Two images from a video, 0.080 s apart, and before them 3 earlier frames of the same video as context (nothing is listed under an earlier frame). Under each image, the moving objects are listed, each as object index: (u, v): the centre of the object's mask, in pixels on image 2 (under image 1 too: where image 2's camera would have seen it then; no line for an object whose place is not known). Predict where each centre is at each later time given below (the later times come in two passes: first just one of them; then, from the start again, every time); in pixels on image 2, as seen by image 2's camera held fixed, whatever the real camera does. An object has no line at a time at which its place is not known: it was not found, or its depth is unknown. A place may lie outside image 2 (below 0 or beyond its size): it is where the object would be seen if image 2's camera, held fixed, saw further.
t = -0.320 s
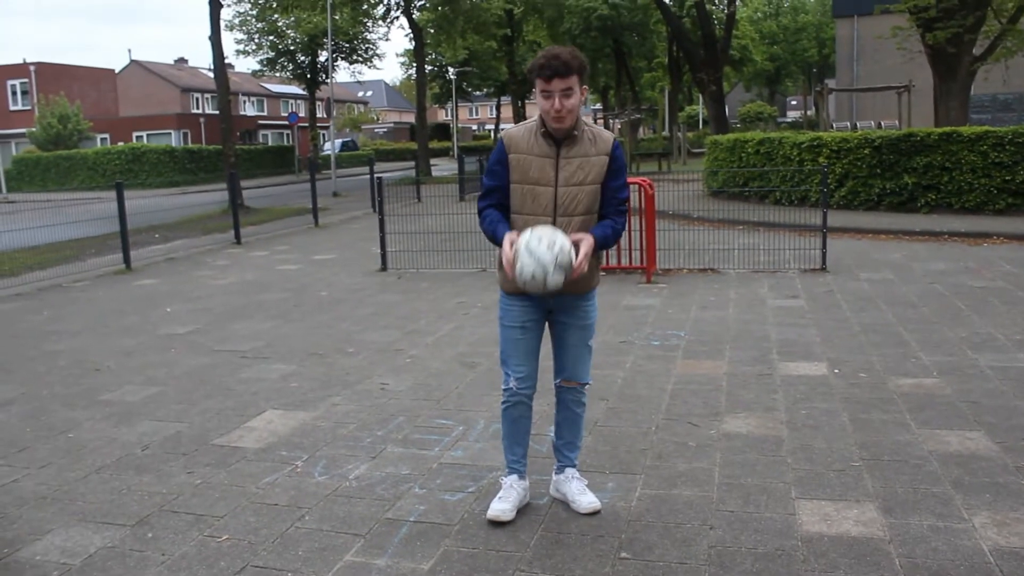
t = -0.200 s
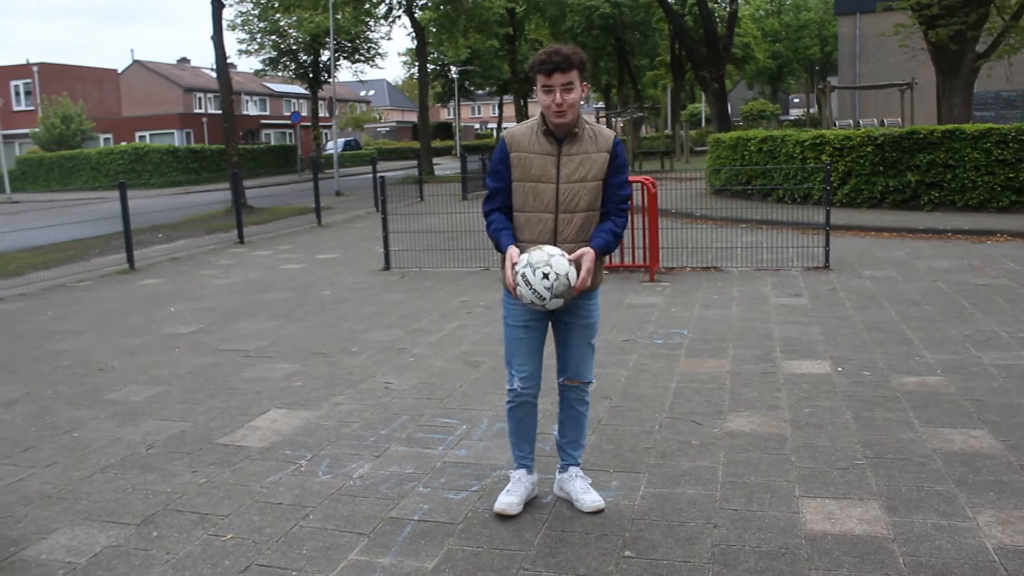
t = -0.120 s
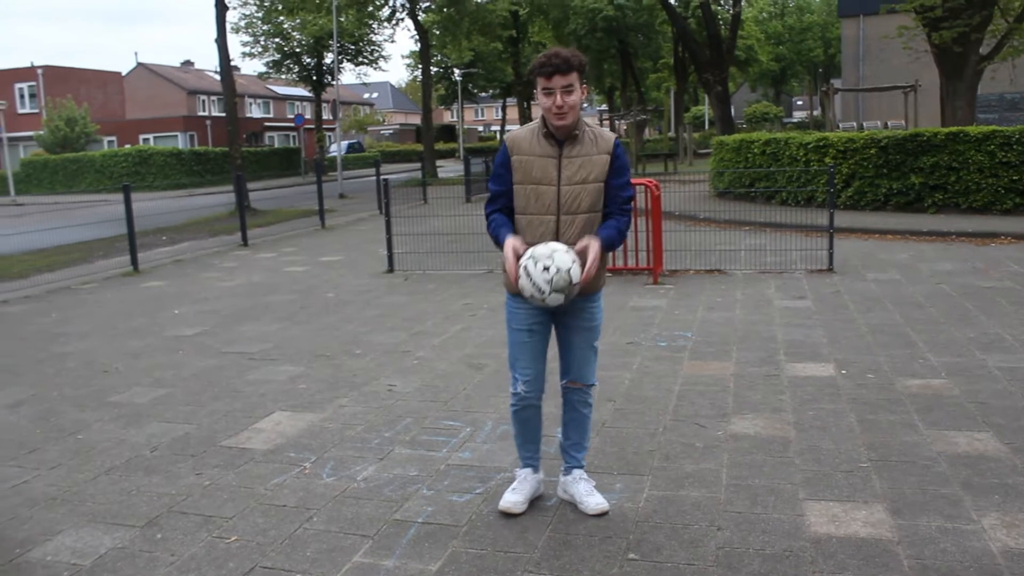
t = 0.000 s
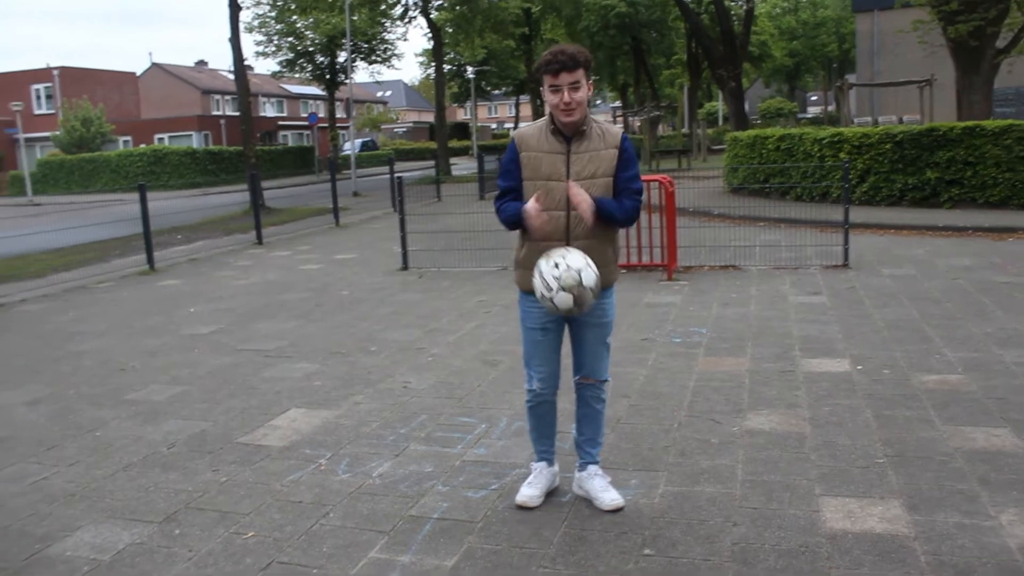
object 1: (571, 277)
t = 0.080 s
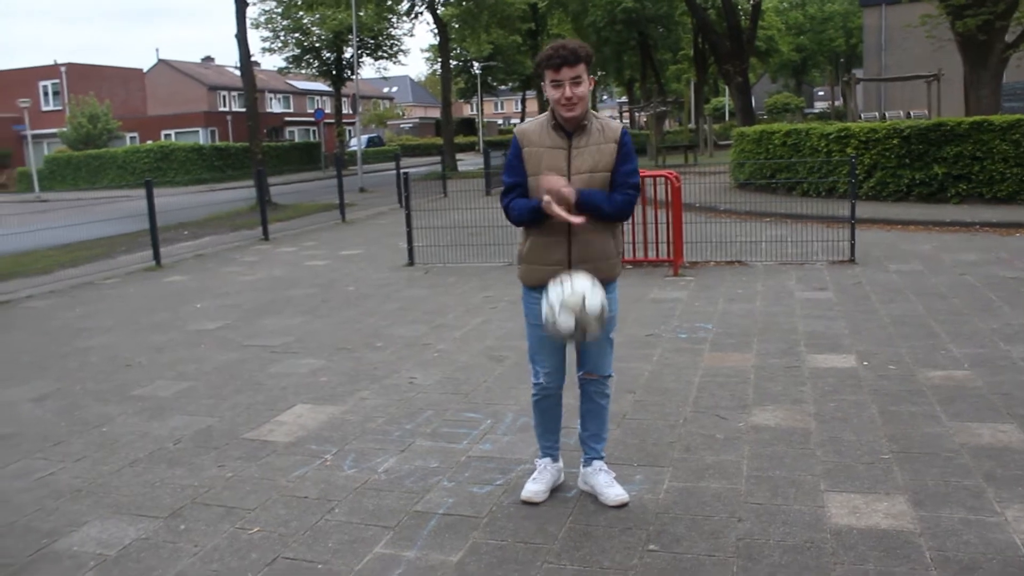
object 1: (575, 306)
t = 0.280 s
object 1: (583, 465)
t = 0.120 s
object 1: (576, 329)
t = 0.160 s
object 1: (578, 356)
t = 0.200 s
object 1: (579, 389)
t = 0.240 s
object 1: (582, 424)
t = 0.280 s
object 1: (583, 465)
